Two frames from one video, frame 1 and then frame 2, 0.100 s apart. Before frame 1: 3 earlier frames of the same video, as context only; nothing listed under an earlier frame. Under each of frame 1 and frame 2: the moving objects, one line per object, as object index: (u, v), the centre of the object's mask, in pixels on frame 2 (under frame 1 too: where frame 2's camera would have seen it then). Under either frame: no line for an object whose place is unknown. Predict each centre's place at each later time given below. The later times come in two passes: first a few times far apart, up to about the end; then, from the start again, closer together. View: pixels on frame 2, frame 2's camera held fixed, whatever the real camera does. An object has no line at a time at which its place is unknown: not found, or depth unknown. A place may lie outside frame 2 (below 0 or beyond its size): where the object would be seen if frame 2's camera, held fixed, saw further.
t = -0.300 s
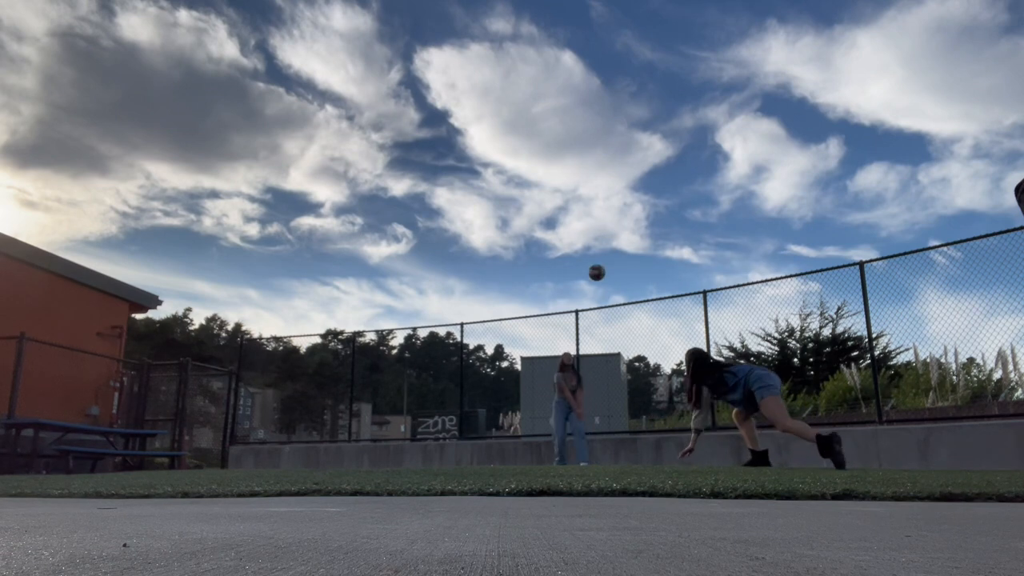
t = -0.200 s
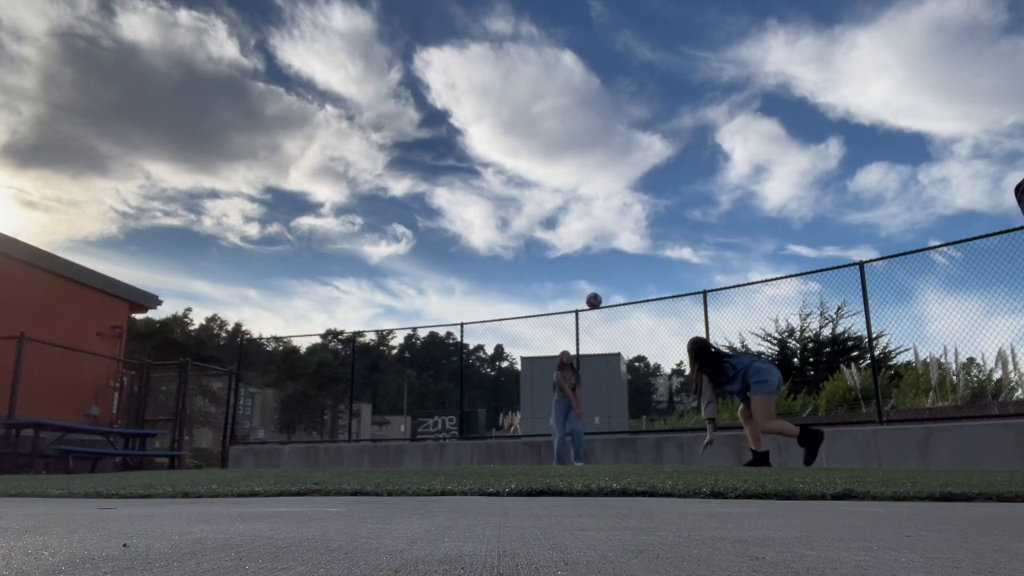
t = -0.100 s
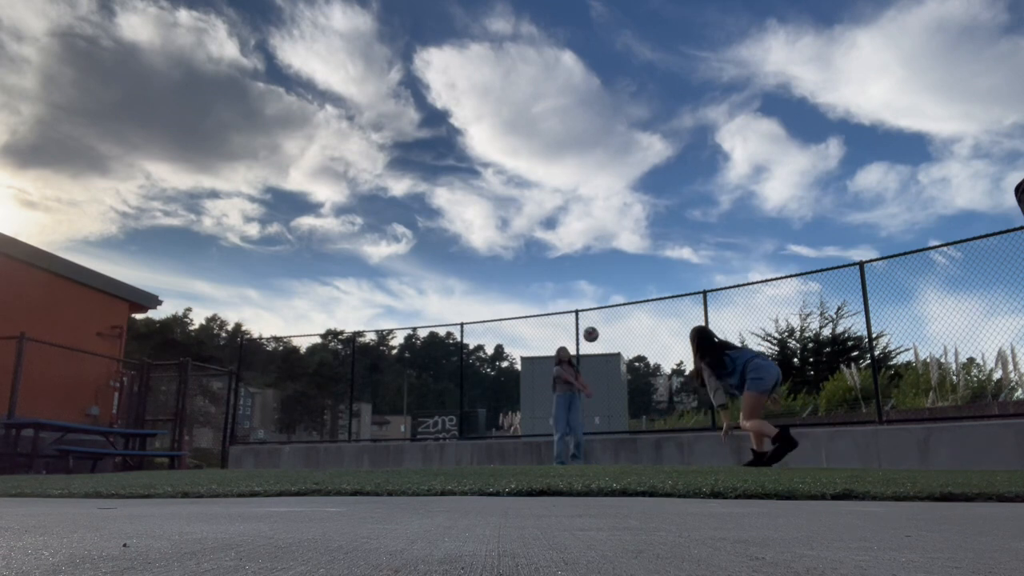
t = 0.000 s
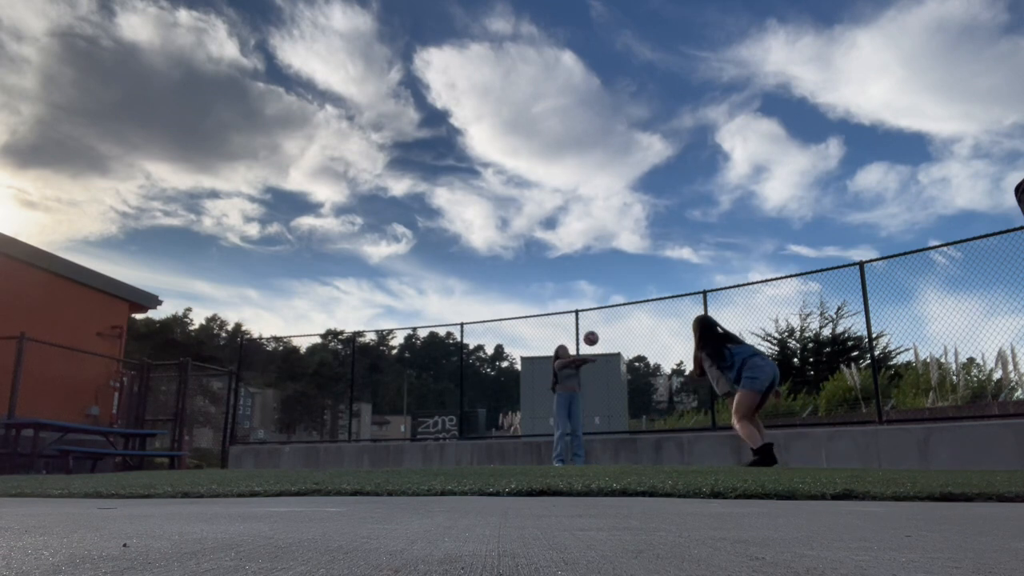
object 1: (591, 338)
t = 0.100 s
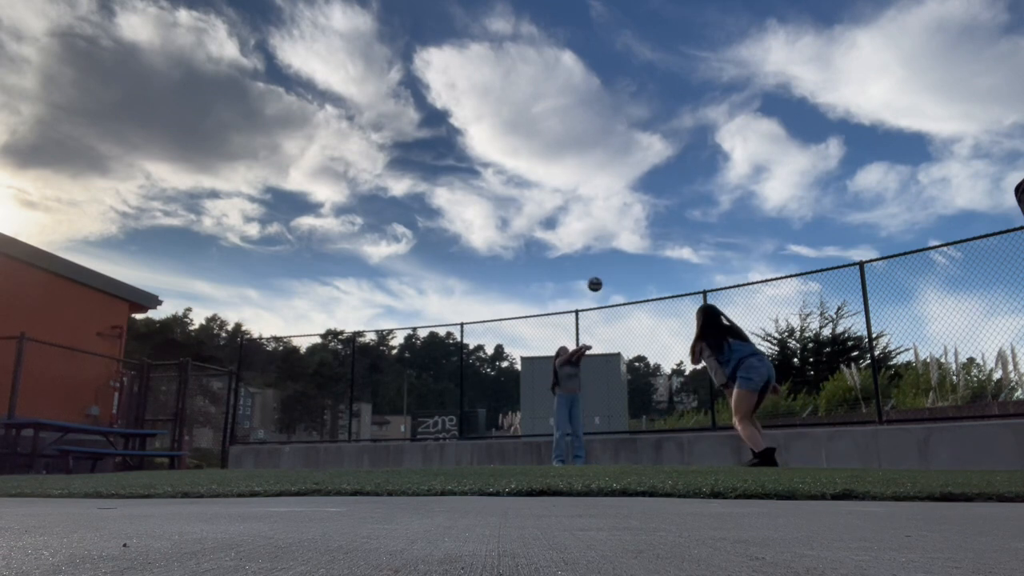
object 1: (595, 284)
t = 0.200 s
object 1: (599, 240)
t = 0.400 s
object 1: (607, 178)
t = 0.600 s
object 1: (616, 145)
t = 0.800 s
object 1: (626, 137)
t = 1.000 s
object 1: (638, 152)
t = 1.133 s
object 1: (646, 174)
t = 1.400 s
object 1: (663, 247)
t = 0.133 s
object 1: (596, 269)
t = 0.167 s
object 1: (597, 254)
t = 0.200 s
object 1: (599, 240)
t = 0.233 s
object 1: (601, 227)
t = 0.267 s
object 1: (602, 216)
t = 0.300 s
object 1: (603, 205)
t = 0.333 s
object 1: (604, 195)
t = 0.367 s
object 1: (606, 186)
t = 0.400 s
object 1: (607, 178)
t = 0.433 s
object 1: (608, 171)
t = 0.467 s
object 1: (610, 164)
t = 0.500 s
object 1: (612, 158)
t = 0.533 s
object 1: (613, 153)
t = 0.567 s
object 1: (615, 148)
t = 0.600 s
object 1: (616, 145)
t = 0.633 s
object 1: (618, 142)
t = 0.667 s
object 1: (620, 140)
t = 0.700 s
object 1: (621, 138)
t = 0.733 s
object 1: (623, 137)
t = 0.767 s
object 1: (625, 137)
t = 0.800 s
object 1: (626, 137)
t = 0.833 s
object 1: (628, 138)
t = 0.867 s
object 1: (630, 139)
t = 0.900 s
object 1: (632, 141)
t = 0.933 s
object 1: (634, 144)
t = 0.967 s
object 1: (636, 148)
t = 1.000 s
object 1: (638, 152)
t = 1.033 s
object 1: (640, 157)
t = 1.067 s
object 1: (642, 162)
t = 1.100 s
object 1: (644, 168)
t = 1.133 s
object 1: (646, 174)
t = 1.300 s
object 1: (657, 215)
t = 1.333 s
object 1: (659, 225)
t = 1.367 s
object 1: (661, 236)
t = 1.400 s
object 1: (663, 247)
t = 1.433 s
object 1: (666, 259)
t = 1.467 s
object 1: (669, 272)
